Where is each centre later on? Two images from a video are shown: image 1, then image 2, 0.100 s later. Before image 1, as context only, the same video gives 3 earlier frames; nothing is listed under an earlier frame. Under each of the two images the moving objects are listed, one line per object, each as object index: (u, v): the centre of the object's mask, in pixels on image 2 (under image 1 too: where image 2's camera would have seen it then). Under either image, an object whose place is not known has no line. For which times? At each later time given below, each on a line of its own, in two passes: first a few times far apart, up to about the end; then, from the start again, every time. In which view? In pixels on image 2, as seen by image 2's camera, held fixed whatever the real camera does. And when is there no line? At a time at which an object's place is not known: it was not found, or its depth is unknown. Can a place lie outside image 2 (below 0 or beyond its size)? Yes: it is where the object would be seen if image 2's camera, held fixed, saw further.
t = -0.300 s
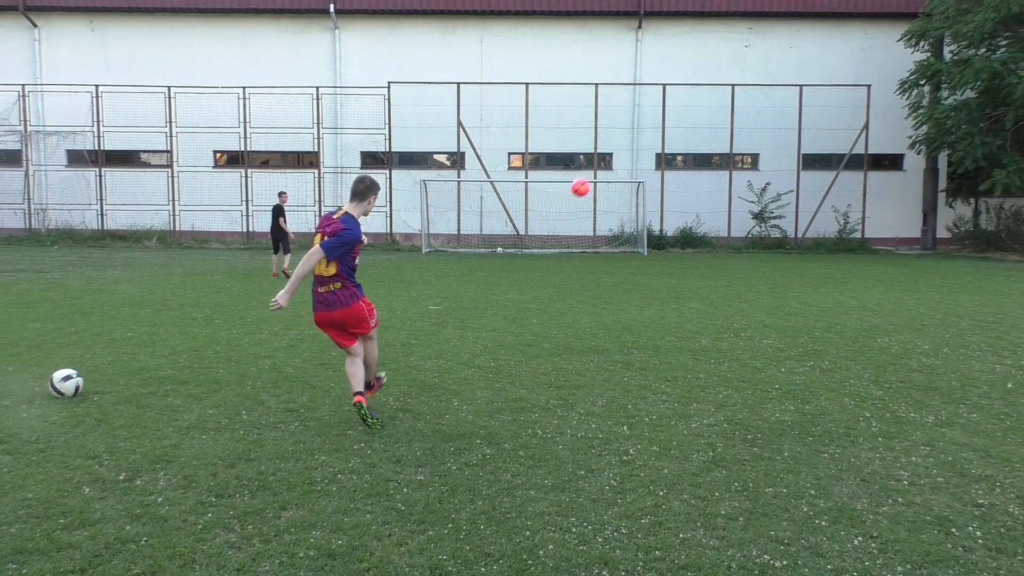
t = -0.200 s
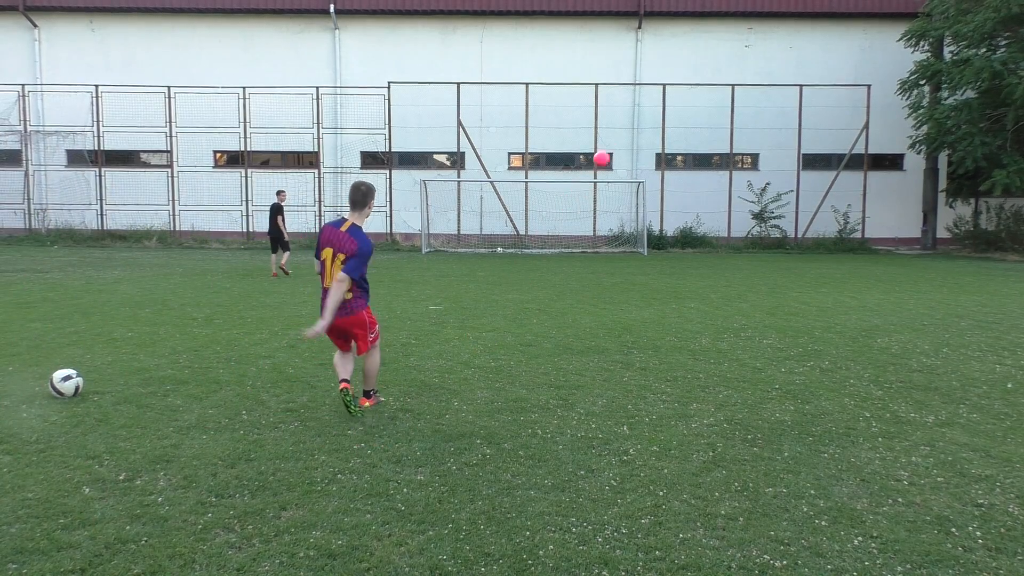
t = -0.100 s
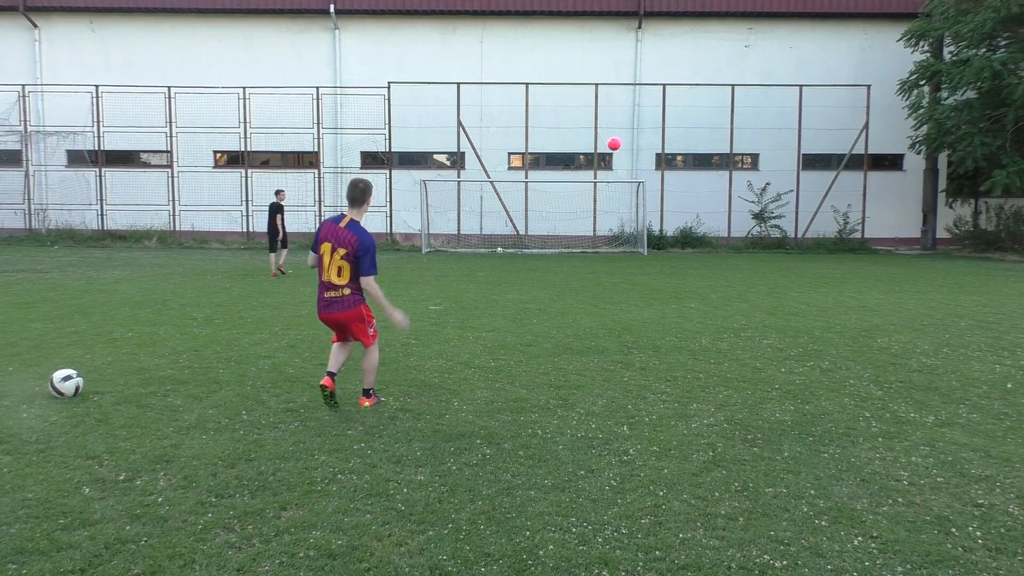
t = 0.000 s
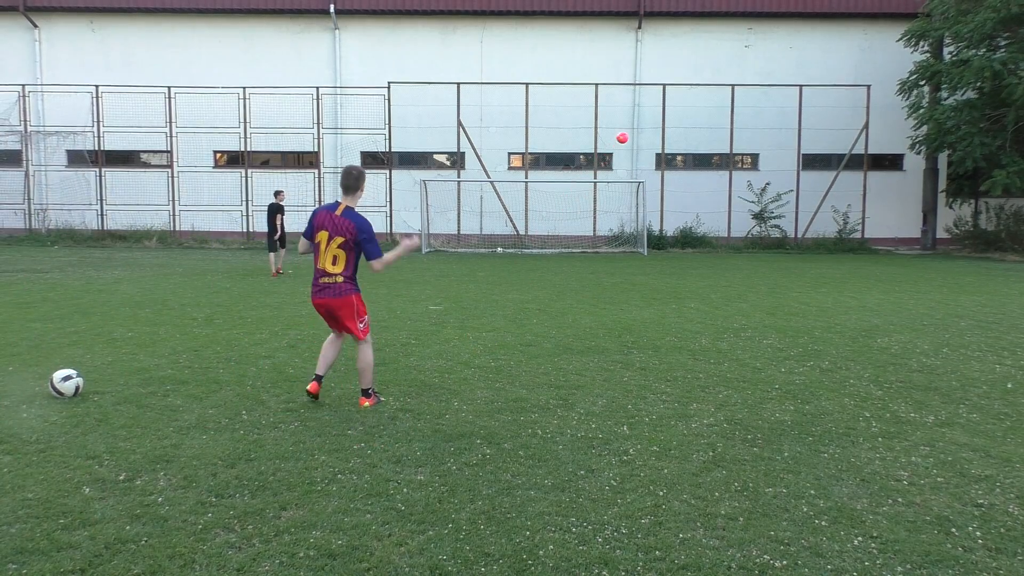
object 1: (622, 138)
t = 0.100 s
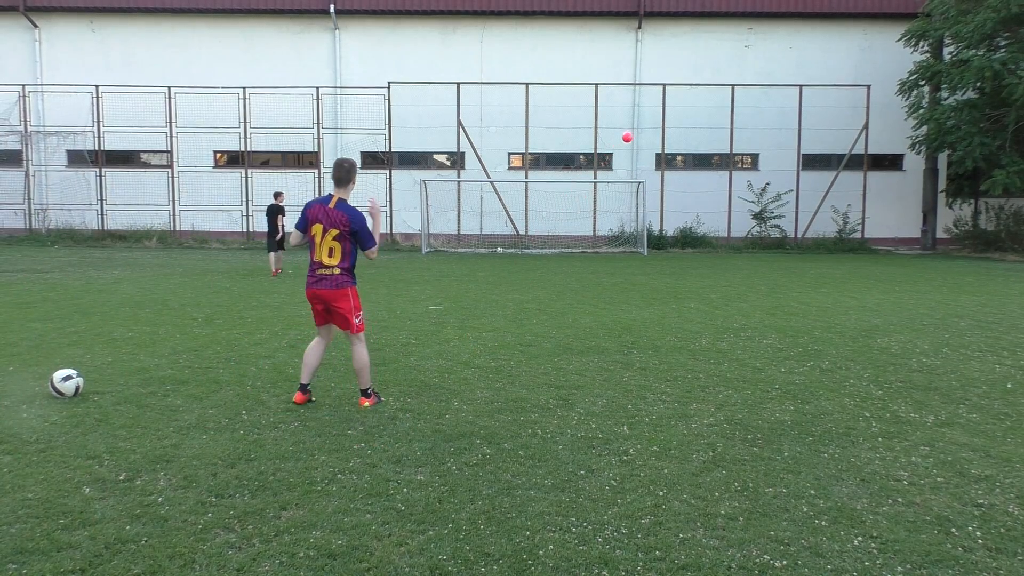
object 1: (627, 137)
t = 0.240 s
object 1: (630, 143)
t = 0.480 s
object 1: (631, 166)
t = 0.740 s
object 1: (625, 201)
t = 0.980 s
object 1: (628, 219)
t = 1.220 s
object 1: (634, 244)
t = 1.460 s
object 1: (638, 240)
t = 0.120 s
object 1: (628, 138)
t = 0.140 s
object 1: (628, 138)
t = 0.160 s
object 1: (629, 139)
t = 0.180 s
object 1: (629, 140)
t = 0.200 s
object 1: (630, 141)
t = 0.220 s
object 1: (630, 142)
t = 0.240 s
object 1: (630, 143)
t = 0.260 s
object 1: (631, 145)
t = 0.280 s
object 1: (631, 146)
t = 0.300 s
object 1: (631, 148)
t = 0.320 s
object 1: (631, 150)
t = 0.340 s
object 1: (631, 152)
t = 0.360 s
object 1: (631, 153)
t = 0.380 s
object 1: (631, 156)
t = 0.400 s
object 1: (631, 158)
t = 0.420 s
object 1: (631, 160)
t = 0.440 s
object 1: (631, 162)
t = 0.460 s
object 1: (631, 164)
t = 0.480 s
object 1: (631, 166)
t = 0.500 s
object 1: (630, 169)
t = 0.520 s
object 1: (630, 171)
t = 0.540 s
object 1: (630, 174)
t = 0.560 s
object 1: (629, 176)
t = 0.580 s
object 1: (629, 179)
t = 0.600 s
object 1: (629, 182)
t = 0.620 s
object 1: (628, 184)
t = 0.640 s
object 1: (628, 187)
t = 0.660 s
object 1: (627, 190)
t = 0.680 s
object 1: (627, 192)
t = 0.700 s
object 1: (626, 195)
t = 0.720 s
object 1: (626, 198)
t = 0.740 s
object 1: (625, 201)
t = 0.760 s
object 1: (625, 204)
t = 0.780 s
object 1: (624, 206)
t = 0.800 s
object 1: (624, 209)
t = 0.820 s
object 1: (624, 210)
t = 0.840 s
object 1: (625, 211)
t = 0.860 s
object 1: (625, 212)
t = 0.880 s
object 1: (626, 212)
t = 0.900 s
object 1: (626, 213)
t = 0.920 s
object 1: (627, 214)
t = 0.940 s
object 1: (627, 216)
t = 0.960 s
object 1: (628, 217)
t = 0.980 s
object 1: (628, 219)
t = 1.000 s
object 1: (629, 220)
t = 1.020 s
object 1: (629, 222)
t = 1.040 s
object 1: (630, 223)
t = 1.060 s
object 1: (630, 225)
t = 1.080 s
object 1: (631, 227)
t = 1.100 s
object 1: (631, 230)
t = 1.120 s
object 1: (632, 232)
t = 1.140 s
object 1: (632, 234)
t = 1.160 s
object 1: (633, 236)
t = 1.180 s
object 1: (633, 239)
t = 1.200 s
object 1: (633, 242)
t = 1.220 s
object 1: (634, 244)
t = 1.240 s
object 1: (634, 247)
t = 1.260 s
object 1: (634, 250)
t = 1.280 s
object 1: (635, 251)
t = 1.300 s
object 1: (635, 250)
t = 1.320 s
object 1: (636, 248)
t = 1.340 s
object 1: (636, 246)
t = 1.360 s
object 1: (637, 245)
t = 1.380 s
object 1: (637, 244)
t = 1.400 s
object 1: (637, 243)
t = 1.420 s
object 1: (638, 242)
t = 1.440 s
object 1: (638, 241)
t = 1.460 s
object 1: (638, 240)
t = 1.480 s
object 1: (639, 239)
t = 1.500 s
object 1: (639, 238)
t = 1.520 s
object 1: (640, 237)
